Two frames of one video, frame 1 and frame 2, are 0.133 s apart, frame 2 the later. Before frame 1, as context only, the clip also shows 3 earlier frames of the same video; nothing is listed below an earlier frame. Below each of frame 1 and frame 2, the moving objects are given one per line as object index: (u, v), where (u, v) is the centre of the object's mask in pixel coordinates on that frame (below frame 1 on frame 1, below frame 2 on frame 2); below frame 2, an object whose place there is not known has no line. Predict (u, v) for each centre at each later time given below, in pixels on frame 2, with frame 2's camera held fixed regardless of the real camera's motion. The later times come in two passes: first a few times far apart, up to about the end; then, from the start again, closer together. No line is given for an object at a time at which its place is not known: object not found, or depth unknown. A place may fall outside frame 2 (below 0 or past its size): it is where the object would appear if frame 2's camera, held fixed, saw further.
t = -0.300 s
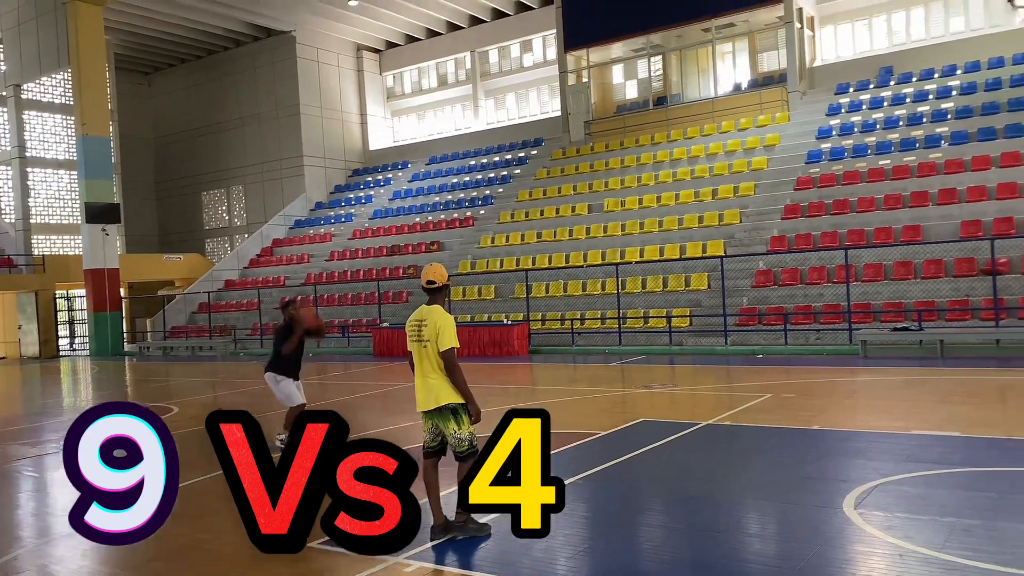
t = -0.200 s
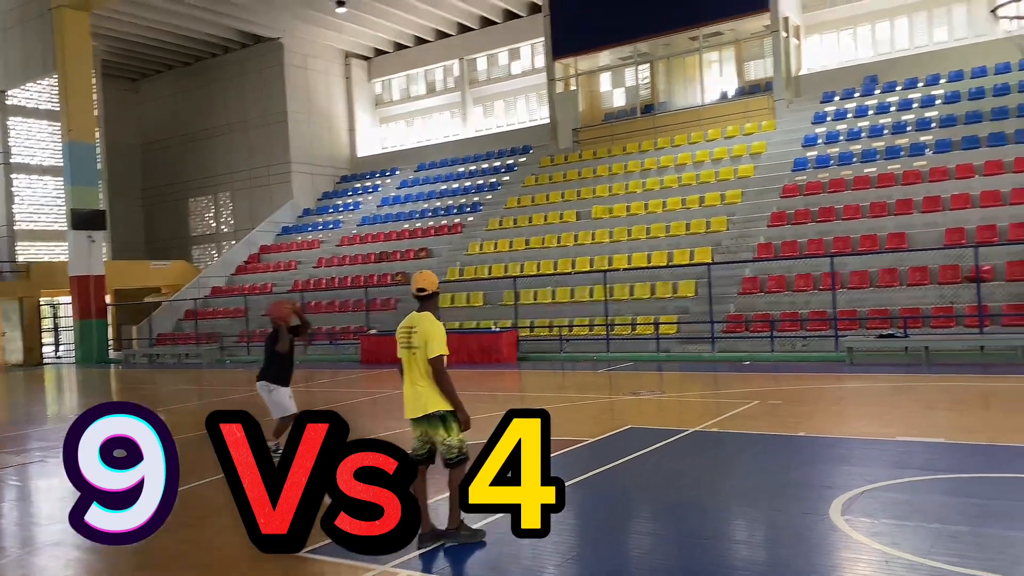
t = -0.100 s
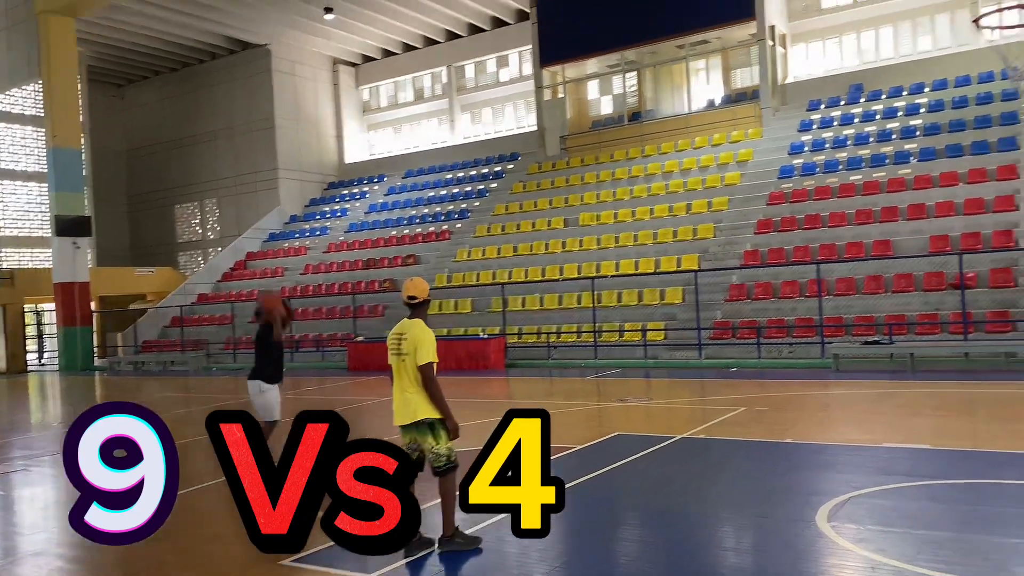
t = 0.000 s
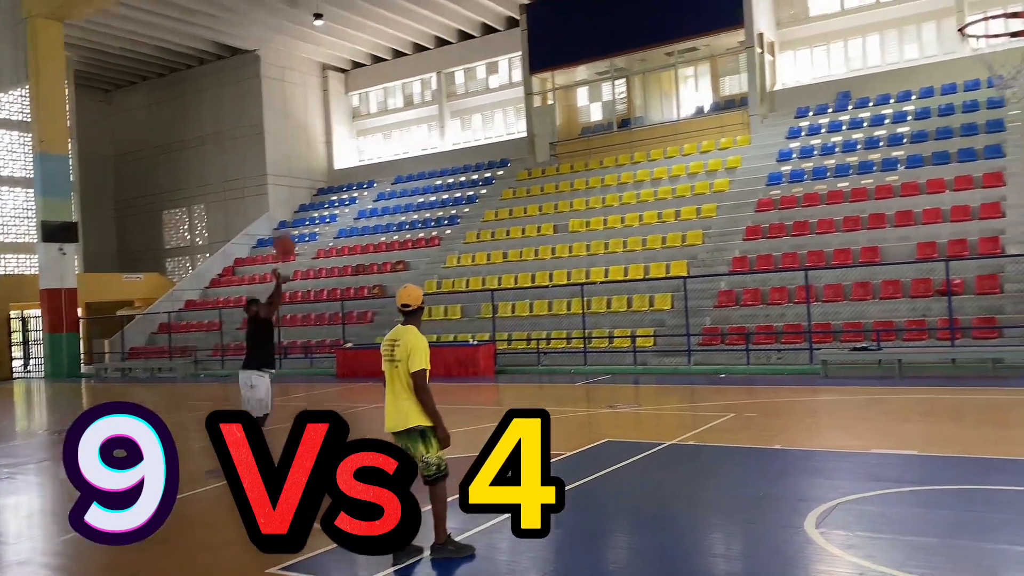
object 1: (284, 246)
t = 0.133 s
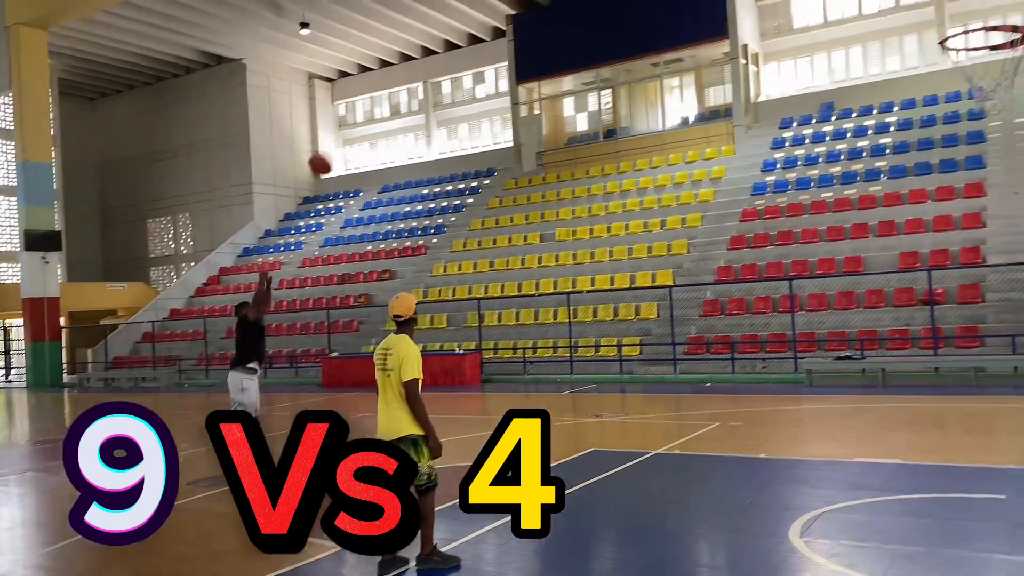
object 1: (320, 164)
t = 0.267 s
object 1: (374, 86)
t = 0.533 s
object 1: (502, -30)
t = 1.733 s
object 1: (983, 119)
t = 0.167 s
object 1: (333, 143)
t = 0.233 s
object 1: (359, 105)
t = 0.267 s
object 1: (374, 86)
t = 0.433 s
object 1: (452, 6)
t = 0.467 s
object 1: (467, -7)
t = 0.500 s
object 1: (485, -18)
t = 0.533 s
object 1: (502, -30)
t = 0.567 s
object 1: (519, -41)
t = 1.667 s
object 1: (966, 103)
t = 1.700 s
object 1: (973, 110)
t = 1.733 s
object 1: (983, 119)
